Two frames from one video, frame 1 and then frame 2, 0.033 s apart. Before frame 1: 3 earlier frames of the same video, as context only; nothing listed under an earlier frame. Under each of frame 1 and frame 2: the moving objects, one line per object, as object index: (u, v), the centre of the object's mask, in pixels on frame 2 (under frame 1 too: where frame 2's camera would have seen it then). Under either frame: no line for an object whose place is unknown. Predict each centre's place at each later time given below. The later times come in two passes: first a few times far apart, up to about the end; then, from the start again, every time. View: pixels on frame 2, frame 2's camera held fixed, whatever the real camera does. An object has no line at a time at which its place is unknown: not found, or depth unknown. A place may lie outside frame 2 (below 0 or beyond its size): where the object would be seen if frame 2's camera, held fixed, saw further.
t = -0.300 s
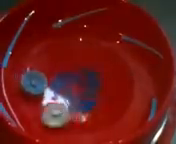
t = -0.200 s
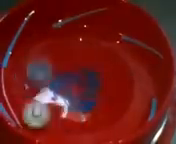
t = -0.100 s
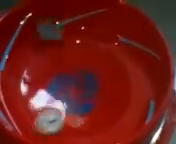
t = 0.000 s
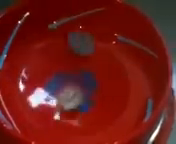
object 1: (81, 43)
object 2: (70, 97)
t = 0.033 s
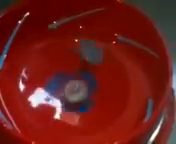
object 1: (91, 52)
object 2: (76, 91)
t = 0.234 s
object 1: (141, 85)
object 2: (95, 73)
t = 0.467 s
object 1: (136, 68)
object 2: (114, 92)
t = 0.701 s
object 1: (94, 46)
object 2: (89, 116)
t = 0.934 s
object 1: (73, 39)
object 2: (67, 81)
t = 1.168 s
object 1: (66, 51)
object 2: (100, 61)
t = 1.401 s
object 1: (80, 74)
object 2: (109, 93)
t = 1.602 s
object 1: (31, 41)
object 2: (86, 128)
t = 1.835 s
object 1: (34, 70)
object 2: (19, 95)
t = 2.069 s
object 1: (58, 87)
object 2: (32, 67)
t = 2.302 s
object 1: (81, 98)
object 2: (66, 52)
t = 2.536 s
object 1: (104, 98)
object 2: (89, 67)
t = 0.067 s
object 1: (100, 58)
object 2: (81, 85)
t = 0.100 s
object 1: (108, 66)
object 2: (85, 80)
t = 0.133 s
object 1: (115, 72)
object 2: (88, 76)
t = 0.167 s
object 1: (124, 77)
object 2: (90, 75)
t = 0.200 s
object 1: (134, 83)
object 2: (92, 73)
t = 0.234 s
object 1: (141, 85)
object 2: (95, 73)
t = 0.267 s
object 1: (141, 86)
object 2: (97, 74)
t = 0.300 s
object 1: (140, 86)
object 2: (100, 75)
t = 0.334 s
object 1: (139, 84)
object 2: (103, 77)
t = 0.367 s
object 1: (137, 81)
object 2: (106, 80)
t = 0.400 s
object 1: (136, 77)
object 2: (110, 83)
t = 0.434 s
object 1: (136, 74)
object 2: (113, 87)
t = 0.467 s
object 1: (136, 68)
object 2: (114, 92)
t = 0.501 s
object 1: (130, 64)
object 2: (115, 97)
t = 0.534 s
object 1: (124, 59)
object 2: (114, 101)
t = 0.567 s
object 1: (118, 56)
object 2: (112, 107)
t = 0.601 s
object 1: (112, 54)
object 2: (108, 111)
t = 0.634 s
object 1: (106, 51)
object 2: (101, 115)
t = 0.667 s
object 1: (100, 48)
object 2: (94, 116)
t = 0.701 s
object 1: (94, 46)
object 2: (89, 116)
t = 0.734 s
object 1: (89, 44)
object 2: (81, 114)
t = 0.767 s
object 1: (85, 43)
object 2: (74, 110)
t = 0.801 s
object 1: (82, 42)
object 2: (69, 105)
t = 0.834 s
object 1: (79, 41)
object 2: (66, 98)
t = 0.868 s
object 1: (77, 40)
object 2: (66, 93)
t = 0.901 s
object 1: (75, 39)
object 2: (66, 86)
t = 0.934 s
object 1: (73, 39)
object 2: (67, 81)
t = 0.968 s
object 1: (70, 39)
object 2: (69, 75)
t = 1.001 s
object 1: (68, 40)
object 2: (73, 71)
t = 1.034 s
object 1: (67, 41)
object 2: (77, 67)
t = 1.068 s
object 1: (66, 43)
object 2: (82, 64)
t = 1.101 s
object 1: (65, 46)
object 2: (89, 61)
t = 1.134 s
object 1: (65, 48)
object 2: (94, 61)
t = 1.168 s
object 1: (66, 51)
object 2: (100, 61)
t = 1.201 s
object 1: (67, 55)
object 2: (106, 63)
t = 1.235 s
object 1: (69, 58)
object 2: (112, 66)
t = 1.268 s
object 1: (71, 62)
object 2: (115, 71)
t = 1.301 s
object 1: (72, 66)
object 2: (116, 77)
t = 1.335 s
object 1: (75, 69)
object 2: (116, 83)
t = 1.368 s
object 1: (77, 72)
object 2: (113, 89)
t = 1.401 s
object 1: (80, 74)
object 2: (109, 93)
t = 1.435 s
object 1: (82, 77)
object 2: (103, 97)
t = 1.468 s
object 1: (73, 69)
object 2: (109, 108)
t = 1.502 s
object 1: (61, 61)
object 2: (116, 119)
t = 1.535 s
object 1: (48, 51)
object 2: (117, 126)
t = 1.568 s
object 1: (39, 43)
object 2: (101, 125)
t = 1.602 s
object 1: (31, 41)
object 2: (86, 128)
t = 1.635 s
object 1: (30, 45)
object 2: (73, 126)
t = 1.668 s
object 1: (30, 50)
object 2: (60, 122)
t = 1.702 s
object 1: (30, 52)
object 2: (47, 117)
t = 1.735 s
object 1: (31, 59)
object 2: (37, 111)
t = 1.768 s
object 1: (32, 64)
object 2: (30, 105)
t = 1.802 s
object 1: (32, 69)
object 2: (24, 97)
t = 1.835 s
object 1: (34, 70)
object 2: (19, 95)
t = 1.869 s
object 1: (37, 70)
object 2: (16, 93)
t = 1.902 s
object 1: (41, 71)
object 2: (13, 92)
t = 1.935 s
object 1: (45, 73)
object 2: (10, 88)
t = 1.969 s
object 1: (50, 76)
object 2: (16, 82)
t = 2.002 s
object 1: (52, 79)
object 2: (21, 77)
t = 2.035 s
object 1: (55, 84)
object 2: (26, 72)
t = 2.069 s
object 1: (58, 87)
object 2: (32, 67)
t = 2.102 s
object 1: (60, 89)
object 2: (38, 63)
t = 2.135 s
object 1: (63, 91)
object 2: (43, 59)
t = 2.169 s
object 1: (66, 93)
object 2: (48, 56)
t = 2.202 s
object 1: (71, 95)
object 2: (52, 54)
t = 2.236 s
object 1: (76, 96)
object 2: (57, 52)
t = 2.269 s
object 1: (79, 97)
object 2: (61, 52)
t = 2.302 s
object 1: (81, 98)
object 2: (66, 52)
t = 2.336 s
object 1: (84, 97)
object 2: (71, 53)
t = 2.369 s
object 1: (89, 97)
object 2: (76, 54)
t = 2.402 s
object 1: (92, 96)
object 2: (80, 57)
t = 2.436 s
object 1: (95, 95)
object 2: (84, 61)
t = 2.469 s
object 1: (97, 93)
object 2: (88, 64)
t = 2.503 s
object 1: (99, 92)
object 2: (90, 68)
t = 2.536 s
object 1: (104, 98)
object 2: (89, 67)
